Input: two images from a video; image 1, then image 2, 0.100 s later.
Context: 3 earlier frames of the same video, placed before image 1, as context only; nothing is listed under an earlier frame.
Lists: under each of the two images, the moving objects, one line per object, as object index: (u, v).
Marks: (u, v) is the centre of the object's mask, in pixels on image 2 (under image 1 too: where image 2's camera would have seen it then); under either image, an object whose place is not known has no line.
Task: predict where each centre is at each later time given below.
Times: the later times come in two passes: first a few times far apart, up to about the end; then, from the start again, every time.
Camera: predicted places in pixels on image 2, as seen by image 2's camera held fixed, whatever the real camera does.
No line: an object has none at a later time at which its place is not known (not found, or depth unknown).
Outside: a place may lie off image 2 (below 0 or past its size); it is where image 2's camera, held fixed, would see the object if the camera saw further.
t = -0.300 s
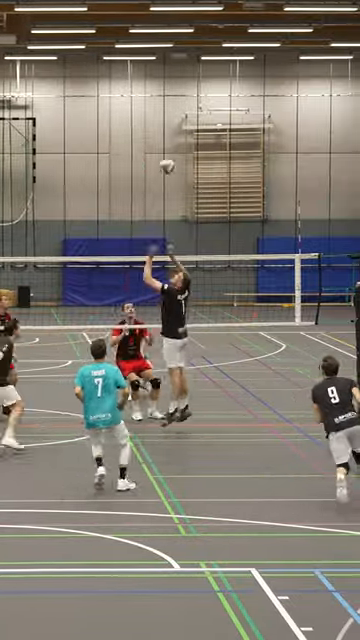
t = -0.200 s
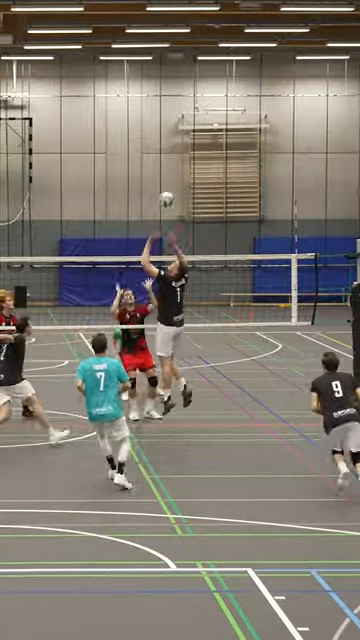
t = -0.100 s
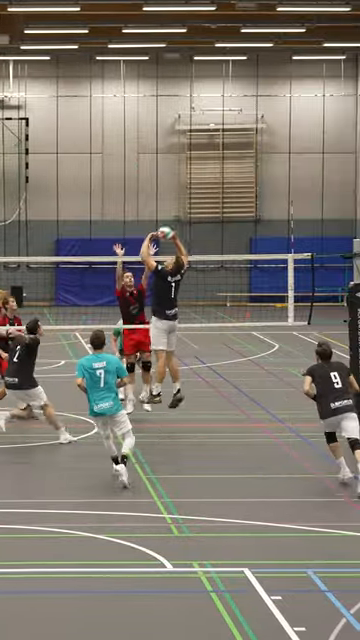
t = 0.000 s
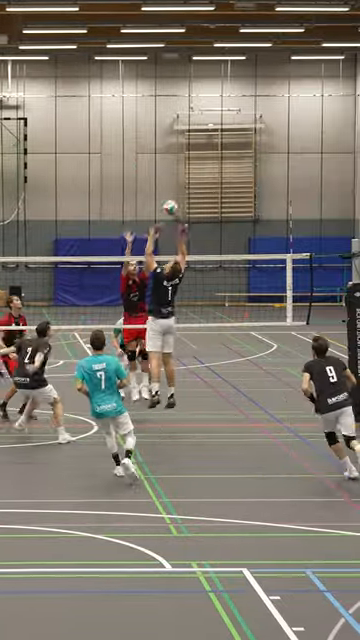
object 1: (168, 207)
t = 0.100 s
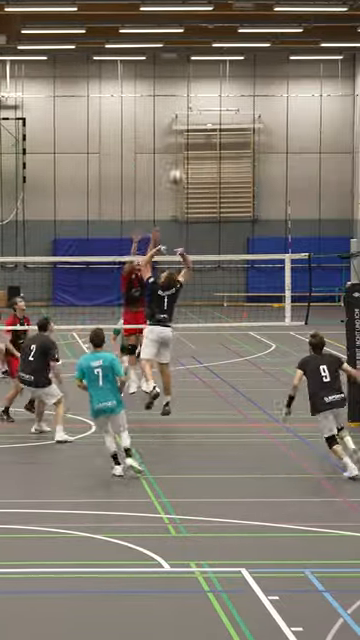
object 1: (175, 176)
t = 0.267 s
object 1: (188, 141)
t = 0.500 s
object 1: (205, 126)
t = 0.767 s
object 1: (224, 155)
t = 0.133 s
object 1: (178, 168)
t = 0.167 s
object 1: (181, 160)
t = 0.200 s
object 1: (183, 153)
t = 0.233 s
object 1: (185, 147)
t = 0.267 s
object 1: (188, 141)
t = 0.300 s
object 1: (190, 137)
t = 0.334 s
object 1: (192, 134)
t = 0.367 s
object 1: (196, 130)
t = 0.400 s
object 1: (198, 128)
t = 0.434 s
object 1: (201, 127)
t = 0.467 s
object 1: (203, 128)
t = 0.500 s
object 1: (205, 126)
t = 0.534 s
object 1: (207, 127)
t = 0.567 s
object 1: (209, 128)
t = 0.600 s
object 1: (211, 131)
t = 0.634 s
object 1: (214, 135)
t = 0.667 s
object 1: (217, 139)
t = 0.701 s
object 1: (219, 143)
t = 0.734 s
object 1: (221, 149)
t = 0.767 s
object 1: (224, 155)
